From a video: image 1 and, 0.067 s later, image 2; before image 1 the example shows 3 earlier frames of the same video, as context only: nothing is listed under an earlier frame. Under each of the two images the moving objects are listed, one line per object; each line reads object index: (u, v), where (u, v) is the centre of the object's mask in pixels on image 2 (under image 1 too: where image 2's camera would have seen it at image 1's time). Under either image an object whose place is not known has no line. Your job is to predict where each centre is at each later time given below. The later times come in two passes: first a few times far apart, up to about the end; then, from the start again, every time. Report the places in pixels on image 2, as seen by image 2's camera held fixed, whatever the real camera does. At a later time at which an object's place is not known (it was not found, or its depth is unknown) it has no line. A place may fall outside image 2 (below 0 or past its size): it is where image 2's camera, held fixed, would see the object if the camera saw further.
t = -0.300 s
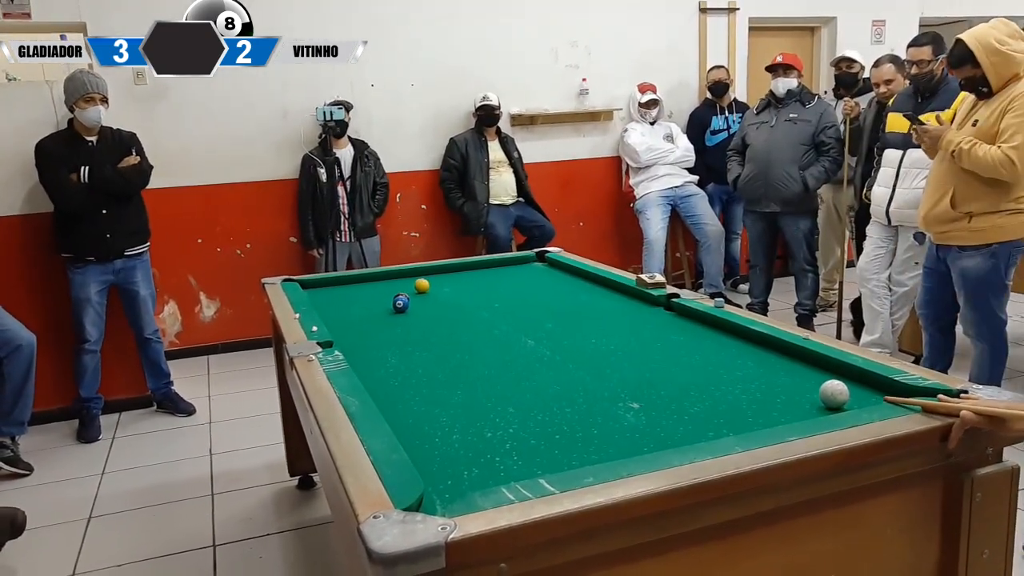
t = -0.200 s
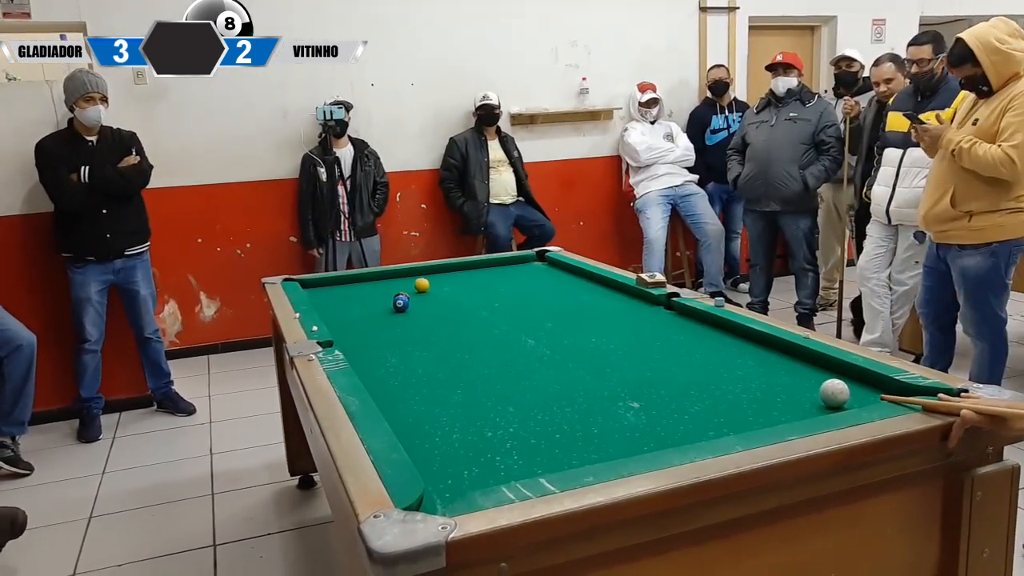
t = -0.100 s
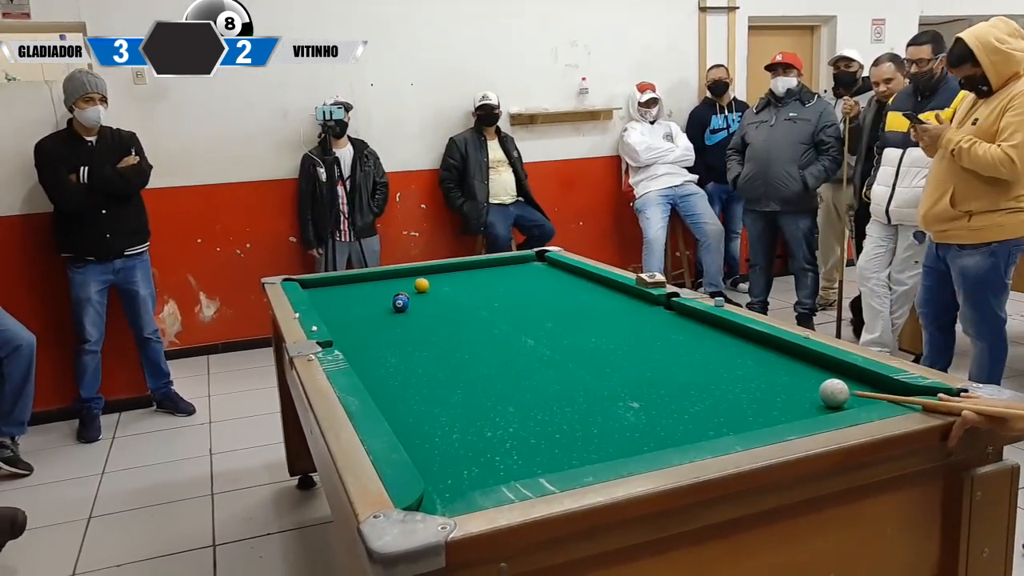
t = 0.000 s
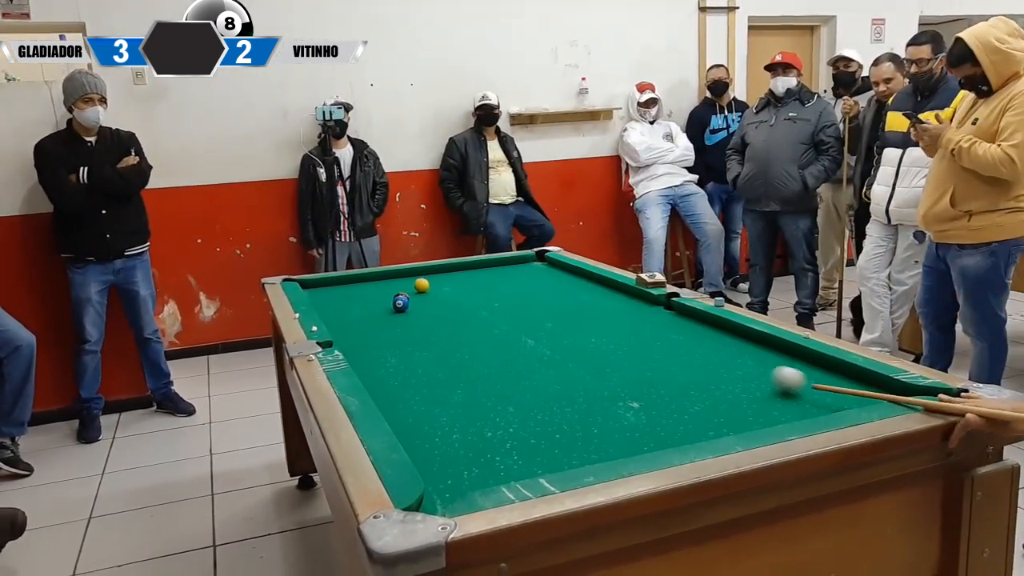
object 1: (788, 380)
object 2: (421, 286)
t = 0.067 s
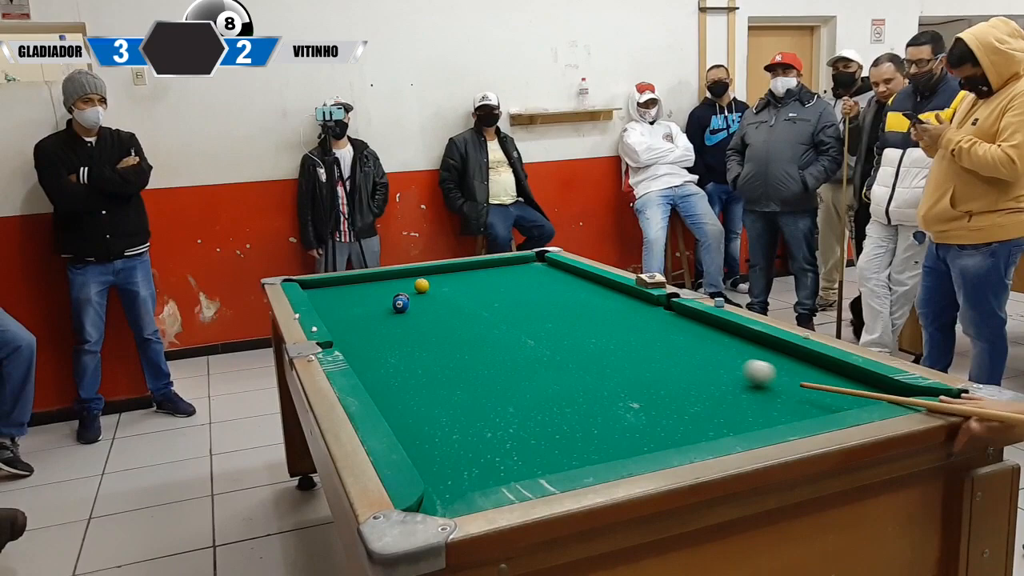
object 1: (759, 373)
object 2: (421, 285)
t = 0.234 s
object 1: (695, 356)
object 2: (421, 285)
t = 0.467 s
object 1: (621, 336)
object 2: (421, 285)
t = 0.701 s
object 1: (561, 320)
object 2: (422, 285)
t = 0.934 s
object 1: (512, 307)
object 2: (422, 285)
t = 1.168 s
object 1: (471, 296)
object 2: (421, 286)
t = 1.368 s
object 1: (441, 288)
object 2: (422, 285)
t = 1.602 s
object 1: (436, 283)
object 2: (398, 282)
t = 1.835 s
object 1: (437, 279)
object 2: (374, 279)
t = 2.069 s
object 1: (438, 275)
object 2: (357, 279)
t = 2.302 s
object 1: (438, 272)
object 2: (350, 283)
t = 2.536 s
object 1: (439, 269)
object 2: (344, 287)
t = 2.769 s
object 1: (443, 269)
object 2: (337, 290)
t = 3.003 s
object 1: (448, 270)
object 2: (331, 294)
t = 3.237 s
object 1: (452, 271)
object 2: (324, 297)
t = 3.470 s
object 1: (455, 272)
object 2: (319, 300)
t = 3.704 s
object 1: (458, 272)
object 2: (318, 302)
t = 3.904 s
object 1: (459, 273)
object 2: (322, 302)
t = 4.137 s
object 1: (460, 273)
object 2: (325, 303)
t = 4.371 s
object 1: (461, 273)
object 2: (327, 304)
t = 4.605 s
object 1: (461, 273)
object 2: (329, 304)
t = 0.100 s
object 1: (745, 369)
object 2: (421, 285)
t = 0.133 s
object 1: (732, 366)
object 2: (421, 285)
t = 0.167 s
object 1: (719, 363)
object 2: (421, 285)
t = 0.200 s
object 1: (707, 359)
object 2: (421, 285)
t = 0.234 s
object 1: (695, 356)
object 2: (421, 285)
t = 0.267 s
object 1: (683, 353)
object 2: (421, 285)
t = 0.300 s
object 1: (671, 350)
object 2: (421, 285)
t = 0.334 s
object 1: (661, 347)
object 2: (422, 285)
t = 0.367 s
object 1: (650, 344)
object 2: (421, 285)
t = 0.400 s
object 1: (640, 341)
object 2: (421, 285)
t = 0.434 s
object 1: (630, 338)
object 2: (421, 285)
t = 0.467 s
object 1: (621, 336)
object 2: (421, 285)
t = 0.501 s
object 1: (611, 334)
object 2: (421, 285)
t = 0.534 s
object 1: (602, 331)
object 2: (421, 285)
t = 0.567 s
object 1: (593, 329)
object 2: (421, 285)
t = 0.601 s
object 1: (585, 327)
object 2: (421, 285)
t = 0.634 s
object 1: (576, 325)
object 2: (422, 285)
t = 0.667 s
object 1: (569, 322)
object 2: (422, 285)
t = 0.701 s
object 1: (561, 320)
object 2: (422, 285)
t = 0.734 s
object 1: (553, 318)
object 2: (421, 285)
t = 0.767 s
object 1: (546, 316)
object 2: (421, 285)
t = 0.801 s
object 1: (539, 314)
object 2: (421, 285)
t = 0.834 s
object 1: (532, 313)
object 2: (422, 285)
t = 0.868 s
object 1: (525, 311)
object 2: (422, 285)
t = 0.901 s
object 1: (518, 309)
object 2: (421, 285)
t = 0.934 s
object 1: (512, 307)
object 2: (422, 285)
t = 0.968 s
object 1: (505, 306)
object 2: (422, 285)
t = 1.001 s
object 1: (499, 304)
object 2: (422, 285)
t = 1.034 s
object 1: (493, 302)
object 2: (421, 285)
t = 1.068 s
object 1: (488, 301)
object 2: (422, 285)
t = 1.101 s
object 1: (482, 299)
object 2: (421, 285)
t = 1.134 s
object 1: (476, 298)
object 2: (421, 285)
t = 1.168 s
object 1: (471, 296)
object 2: (421, 286)
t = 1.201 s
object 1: (465, 295)
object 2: (422, 285)
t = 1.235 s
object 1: (460, 293)
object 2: (422, 285)
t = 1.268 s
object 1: (455, 292)
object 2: (422, 285)
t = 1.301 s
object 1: (450, 291)
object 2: (422, 285)
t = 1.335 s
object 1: (445, 289)
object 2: (422, 285)
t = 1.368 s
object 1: (441, 288)
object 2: (422, 285)
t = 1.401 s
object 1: (437, 287)
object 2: (421, 285)
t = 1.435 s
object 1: (434, 286)
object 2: (418, 285)
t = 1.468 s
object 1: (435, 286)
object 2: (414, 284)
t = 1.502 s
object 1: (435, 285)
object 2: (409, 284)
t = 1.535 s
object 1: (435, 284)
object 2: (405, 283)
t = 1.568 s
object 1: (435, 284)
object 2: (402, 283)
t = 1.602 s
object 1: (436, 283)
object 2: (398, 282)
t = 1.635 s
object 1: (436, 282)
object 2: (394, 282)
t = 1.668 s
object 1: (436, 282)
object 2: (391, 282)
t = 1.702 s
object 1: (436, 281)
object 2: (387, 281)
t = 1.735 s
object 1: (437, 281)
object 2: (384, 281)
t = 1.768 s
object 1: (437, 280)
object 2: (381, 280)
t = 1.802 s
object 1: (437, 279)
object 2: (378, 280)
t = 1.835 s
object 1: (437, 279)
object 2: (374, 279)
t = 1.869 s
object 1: (437, 279)
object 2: (371, 279)
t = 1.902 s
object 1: (437, 278)
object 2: (368, 279)
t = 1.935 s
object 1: (437, 277)
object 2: (365, 279)
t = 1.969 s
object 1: (437, 277)
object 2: (362, 278)
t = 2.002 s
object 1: (438, 276)
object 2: (359, 278)
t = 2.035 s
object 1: (438, 276)
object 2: (358, 279)
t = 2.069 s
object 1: (438, 275)
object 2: (357, 279)
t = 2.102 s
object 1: (438, 275)
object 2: (356, 280)
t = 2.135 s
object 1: (438, 274)
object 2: (356, 280)
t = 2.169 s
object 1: (438, 274)
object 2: (355, 281)
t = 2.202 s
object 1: (438, 273)
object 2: (354, 281)
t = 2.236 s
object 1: (438, 273)
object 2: (352, 282)
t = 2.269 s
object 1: (438, 272)
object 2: (351, 282)
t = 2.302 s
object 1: (438, 272)
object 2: (350, 283)
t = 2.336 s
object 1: (438, 272)
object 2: (349, 283)
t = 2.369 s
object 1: (438, 271)
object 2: (348, 284)
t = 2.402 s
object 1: (439, 271)
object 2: (348, 285)
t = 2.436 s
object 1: (439, 271)
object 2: (346, 285)
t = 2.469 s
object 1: (439, 270)
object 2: (346, 285)
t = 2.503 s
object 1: (439, 270)
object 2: (345, 286)
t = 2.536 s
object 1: (439, 269)
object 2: (344, 287)
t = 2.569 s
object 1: (439, 269)
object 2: (343, 287)
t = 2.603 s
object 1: (439, 269)
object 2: (342, 287)
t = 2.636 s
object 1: (440, 269)
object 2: (341, 288)
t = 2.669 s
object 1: (440, 269)
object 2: (340, 289)
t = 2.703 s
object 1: (441, 269)
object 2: (339, 289)
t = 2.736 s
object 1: (442, 269)
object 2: (338, 290)
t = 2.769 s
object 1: (443, 269)
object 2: (337, 290)
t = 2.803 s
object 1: (444, 269)
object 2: (336, 291)
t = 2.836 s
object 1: (444, 269)
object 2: (335, 291)
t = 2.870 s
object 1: (445, 269)
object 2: (334, 292)
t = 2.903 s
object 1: (446, 270)
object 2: (333, 292)
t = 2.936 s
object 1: (446, 270)
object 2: (332, 293)
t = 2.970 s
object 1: (447, 270)
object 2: (331, 293)
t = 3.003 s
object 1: (448, 270)
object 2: (331, 294)
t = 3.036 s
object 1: (448, 270)
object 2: (330, 294)
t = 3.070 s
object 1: (449, 270)
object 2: (329, 295)
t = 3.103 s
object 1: (449, 270)
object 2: (328, 295)
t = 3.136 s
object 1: (450, 271)
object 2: (327, 296)
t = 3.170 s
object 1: (450, 271)
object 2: (326, 296)
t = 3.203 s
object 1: (451, 271)
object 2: (325, 297)
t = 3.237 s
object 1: (452, 271)
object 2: (324, 297)
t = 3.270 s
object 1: (452, 271)
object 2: (324, 298)
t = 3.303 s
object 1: (453, 271)
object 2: (323, 298)
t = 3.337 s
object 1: (453, 271)
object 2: (322, 298)
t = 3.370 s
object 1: (454, 271)
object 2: (321, 299)
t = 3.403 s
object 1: (454, 271)
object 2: (320, 299)
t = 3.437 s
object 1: (454, 272)
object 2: (319, 300)
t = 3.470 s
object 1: (455, 272)
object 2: (319, 300)
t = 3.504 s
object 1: (456, 272)
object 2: (318, 301)
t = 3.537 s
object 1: (456, 272)
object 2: (317, 301)
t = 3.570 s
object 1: (456, 272)
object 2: (317, 301)
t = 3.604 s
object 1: (457, 272)
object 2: (317, 301)
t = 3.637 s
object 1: (457, 272)
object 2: (317, 301)
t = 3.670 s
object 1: (458, 272)
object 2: (317, 302)
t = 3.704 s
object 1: (458, 272)
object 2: (318, 302)
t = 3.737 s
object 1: (458, 272)
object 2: (319, 302)
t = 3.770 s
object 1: (458, 272)
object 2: (319, 302)
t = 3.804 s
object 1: (459, 272)
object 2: (320, 302)
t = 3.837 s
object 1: (459, 272)
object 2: (321, 302)
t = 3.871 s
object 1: (459, 273)
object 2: (321, 302)
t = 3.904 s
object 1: (459, 273)
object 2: (322, 302)
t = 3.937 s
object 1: (460, 273)
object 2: (322, 303)
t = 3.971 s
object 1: (460, 273)
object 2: (323, 303)
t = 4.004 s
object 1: (460, 273)
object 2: (323, 303)
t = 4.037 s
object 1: (460, 273)
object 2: (324, 303)
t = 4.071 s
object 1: (460, 273)
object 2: (324, 303)
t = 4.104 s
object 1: (460, 273)
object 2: (325, 303)
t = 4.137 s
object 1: (460, 273)
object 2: (325, 303)
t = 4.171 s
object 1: (460, 273)
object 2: (325, 303)
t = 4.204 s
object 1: (460, 273)
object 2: (326, 303)
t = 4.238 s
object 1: (461, 273)
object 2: (326, 303)
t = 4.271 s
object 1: (461, 273)
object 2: (326, 303)
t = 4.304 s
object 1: (461, 273)
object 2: (327, 304)
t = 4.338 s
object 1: (461, 273)
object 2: (327, 304)
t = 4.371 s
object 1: (461, 273)
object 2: (327, 304)
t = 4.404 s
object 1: (461, 273)
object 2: (327, 304)
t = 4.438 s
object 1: (461, 273)
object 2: (327, 304)
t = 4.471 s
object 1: (461, 273)
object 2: (328, 304)
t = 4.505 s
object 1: (461, 273)
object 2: (328, 304)
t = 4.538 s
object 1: (461, 273)
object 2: (328, 304)
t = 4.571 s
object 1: (461, 273)
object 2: (328, 304)
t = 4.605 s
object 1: (461, 273)
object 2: (329, 304)
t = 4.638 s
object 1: (461, 273)
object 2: (329, 304)
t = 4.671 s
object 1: (461, 273)
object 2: (329, 304)
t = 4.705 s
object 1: (461, 273)
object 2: (329, 305)
